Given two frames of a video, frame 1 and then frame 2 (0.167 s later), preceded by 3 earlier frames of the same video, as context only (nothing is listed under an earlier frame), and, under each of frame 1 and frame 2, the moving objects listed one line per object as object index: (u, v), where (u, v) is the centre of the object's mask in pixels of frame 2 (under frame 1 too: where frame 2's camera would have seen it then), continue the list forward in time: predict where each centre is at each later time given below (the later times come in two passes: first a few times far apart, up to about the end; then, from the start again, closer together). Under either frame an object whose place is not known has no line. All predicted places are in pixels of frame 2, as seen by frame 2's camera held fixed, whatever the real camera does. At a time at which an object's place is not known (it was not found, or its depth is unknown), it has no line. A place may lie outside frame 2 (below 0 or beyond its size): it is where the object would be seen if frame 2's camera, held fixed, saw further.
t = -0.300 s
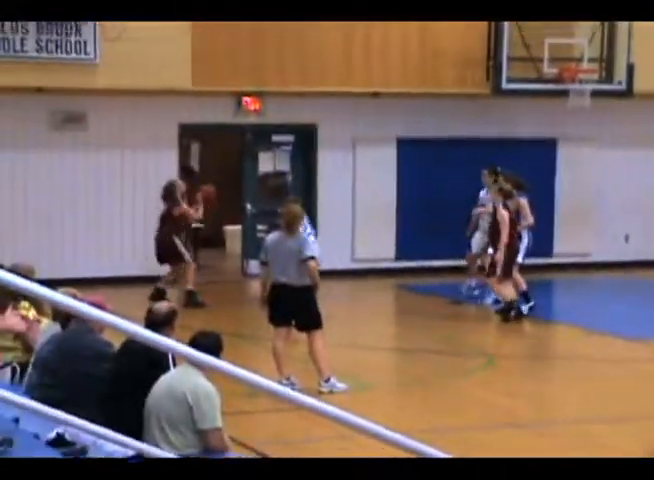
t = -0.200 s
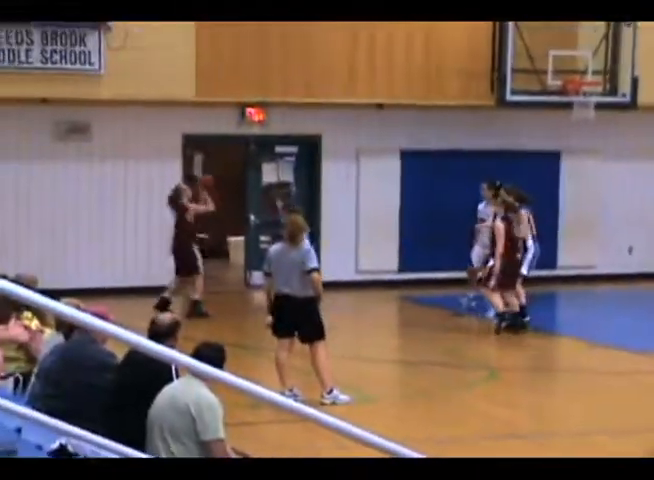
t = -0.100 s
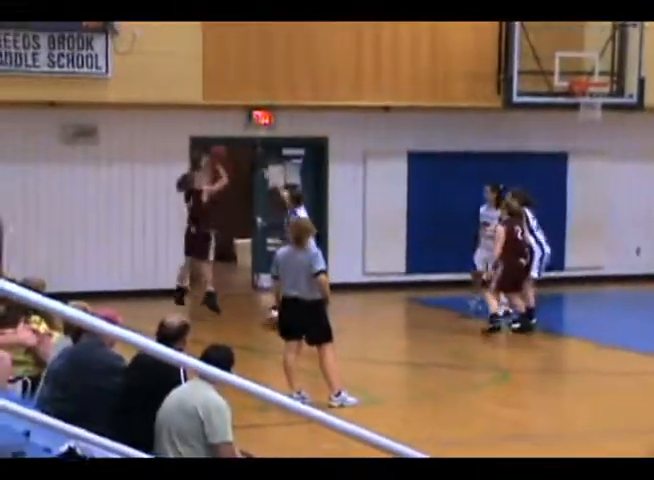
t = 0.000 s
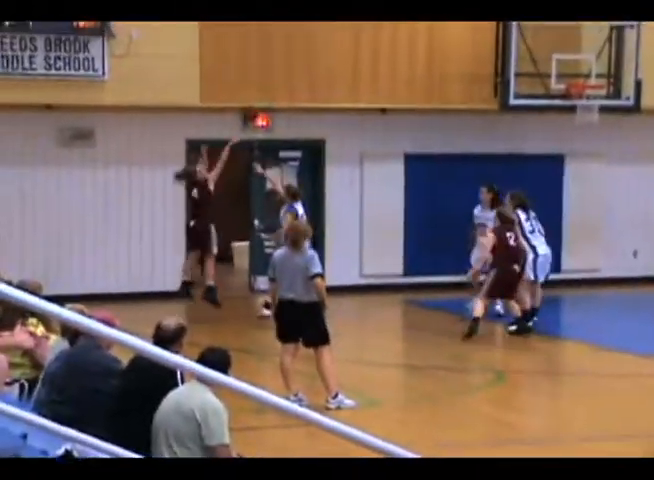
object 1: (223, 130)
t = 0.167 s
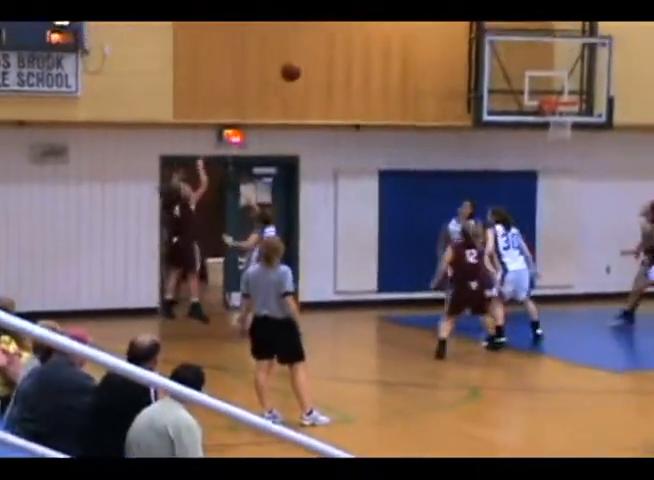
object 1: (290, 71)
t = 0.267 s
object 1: (329, 49)
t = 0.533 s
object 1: (428, 25)
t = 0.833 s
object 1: (532, 62)
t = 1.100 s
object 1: (556, 77)
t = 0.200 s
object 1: (303, 63)
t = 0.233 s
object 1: (316, 55)
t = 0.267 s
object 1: (329, 49)
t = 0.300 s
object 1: (341, 43)
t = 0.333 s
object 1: (353, 39)
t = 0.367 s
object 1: (367, 34)
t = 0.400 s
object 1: (378, 31)
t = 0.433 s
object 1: (391, 28)
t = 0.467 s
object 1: (404, 26)
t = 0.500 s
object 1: (416, 25)
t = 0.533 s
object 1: (428, 25)
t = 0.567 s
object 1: (440, 26)
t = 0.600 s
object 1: (452, 27)
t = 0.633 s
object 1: (462, 29)
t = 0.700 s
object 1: (488, 38)
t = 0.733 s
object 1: (498, 42)
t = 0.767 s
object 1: (509, 49)
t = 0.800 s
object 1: (521, 55)
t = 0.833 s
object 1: (532, 62)
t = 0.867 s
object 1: (543, 70)
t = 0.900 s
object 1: (555, 77)
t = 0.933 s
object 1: (565, 86)
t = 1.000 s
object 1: (571, 90)
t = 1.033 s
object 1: (566, 85)
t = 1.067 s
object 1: (561, 80)
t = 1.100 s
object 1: (556, 77)
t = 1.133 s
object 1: (552, 74)
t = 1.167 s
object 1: (549, 71)
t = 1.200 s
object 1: (550, 71)
